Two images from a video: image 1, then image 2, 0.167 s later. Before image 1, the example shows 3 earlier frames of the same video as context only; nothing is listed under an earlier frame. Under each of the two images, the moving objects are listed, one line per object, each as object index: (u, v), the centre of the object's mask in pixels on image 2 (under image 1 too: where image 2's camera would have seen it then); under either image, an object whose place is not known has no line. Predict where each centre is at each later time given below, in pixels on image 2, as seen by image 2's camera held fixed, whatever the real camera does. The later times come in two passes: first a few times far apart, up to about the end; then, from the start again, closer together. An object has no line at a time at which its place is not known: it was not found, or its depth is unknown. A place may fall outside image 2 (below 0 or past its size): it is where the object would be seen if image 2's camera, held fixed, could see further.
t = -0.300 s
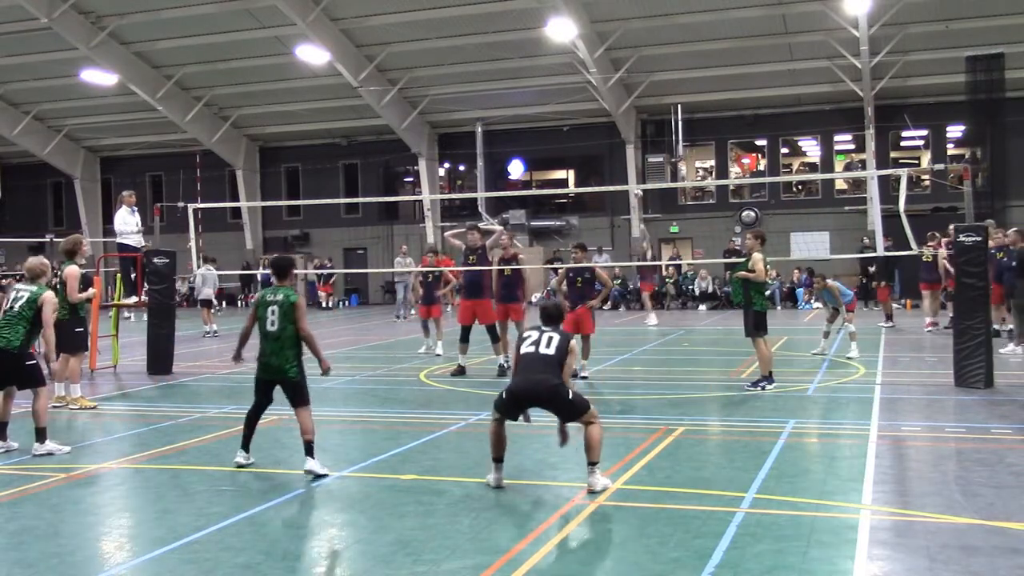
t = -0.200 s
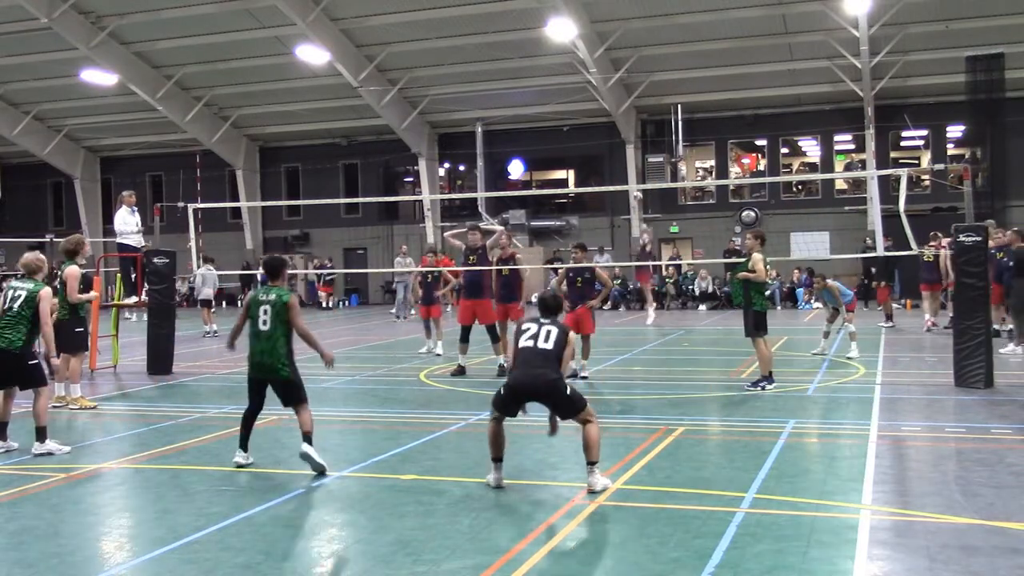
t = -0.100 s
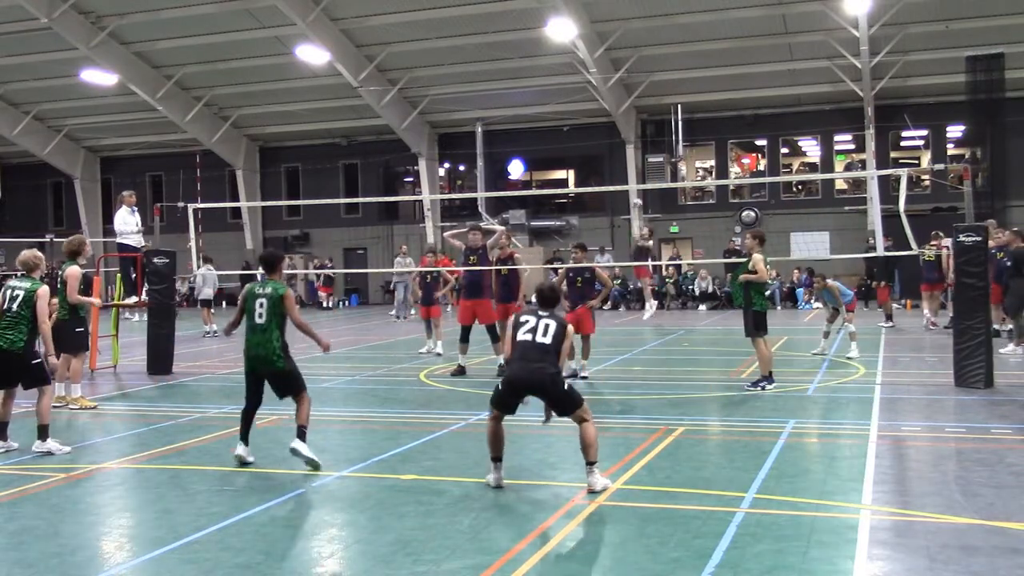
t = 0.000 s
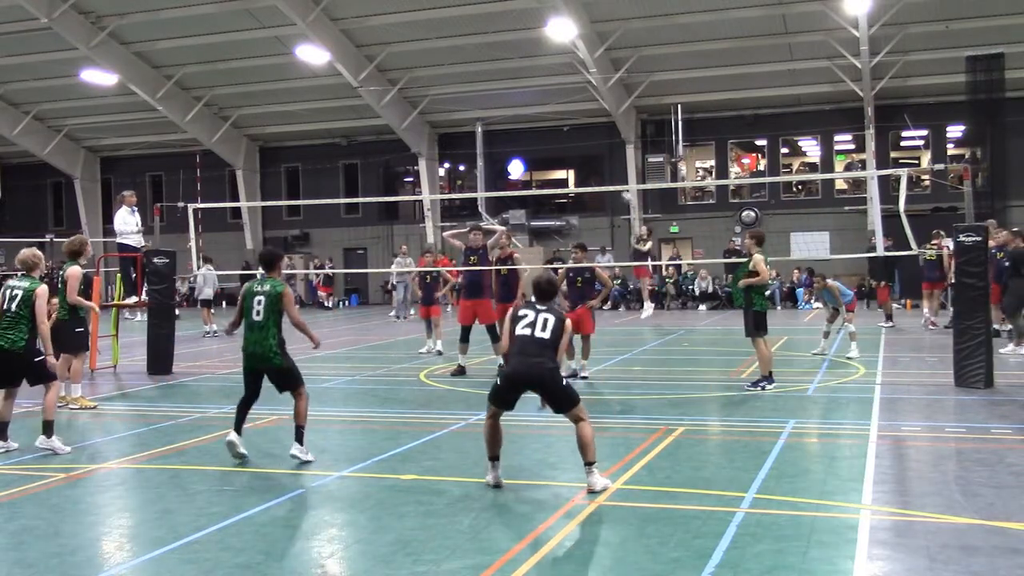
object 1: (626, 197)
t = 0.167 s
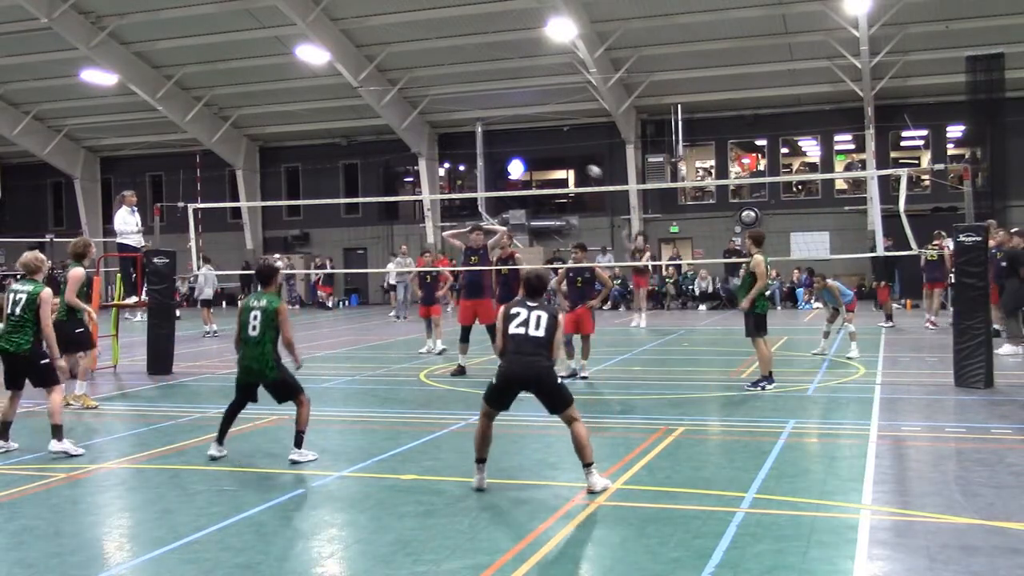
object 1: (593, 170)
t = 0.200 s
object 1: (586, 167)
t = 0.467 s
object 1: (516, 147)
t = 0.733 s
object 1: (419, 166)
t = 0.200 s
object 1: (586, 167)
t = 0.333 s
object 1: (555, 153)
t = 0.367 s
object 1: (546, 151)
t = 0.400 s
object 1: (536, 149)
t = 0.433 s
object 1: (527, 148)
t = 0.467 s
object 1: (516, 147)
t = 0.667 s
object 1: (448, 156)
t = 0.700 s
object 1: (433, 160)
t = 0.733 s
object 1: (419, 166)
